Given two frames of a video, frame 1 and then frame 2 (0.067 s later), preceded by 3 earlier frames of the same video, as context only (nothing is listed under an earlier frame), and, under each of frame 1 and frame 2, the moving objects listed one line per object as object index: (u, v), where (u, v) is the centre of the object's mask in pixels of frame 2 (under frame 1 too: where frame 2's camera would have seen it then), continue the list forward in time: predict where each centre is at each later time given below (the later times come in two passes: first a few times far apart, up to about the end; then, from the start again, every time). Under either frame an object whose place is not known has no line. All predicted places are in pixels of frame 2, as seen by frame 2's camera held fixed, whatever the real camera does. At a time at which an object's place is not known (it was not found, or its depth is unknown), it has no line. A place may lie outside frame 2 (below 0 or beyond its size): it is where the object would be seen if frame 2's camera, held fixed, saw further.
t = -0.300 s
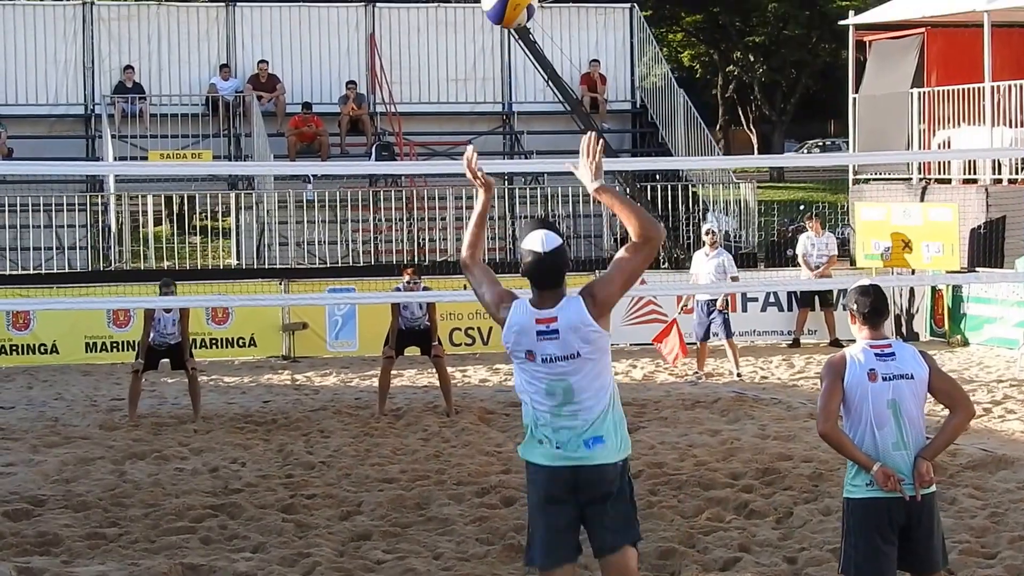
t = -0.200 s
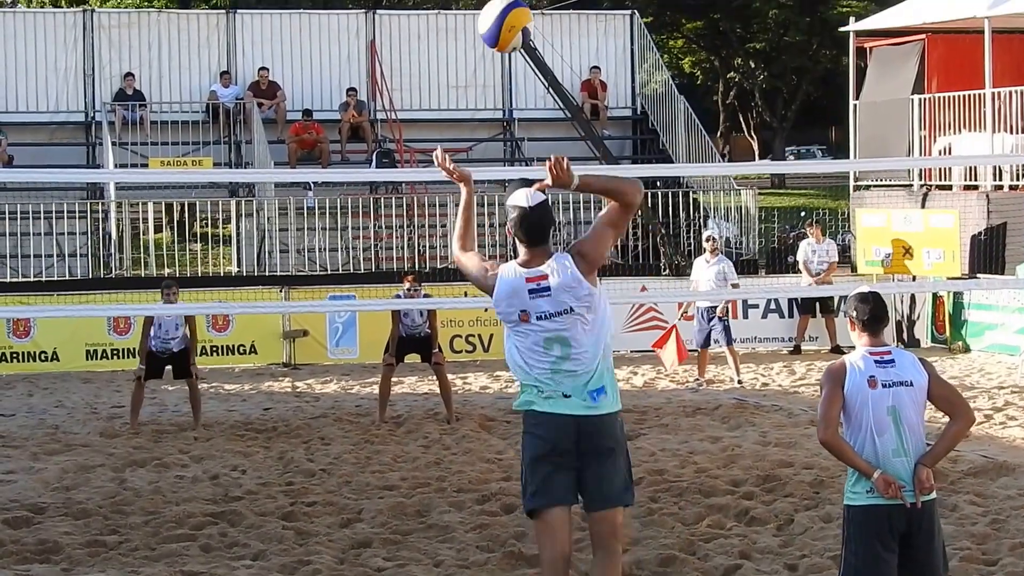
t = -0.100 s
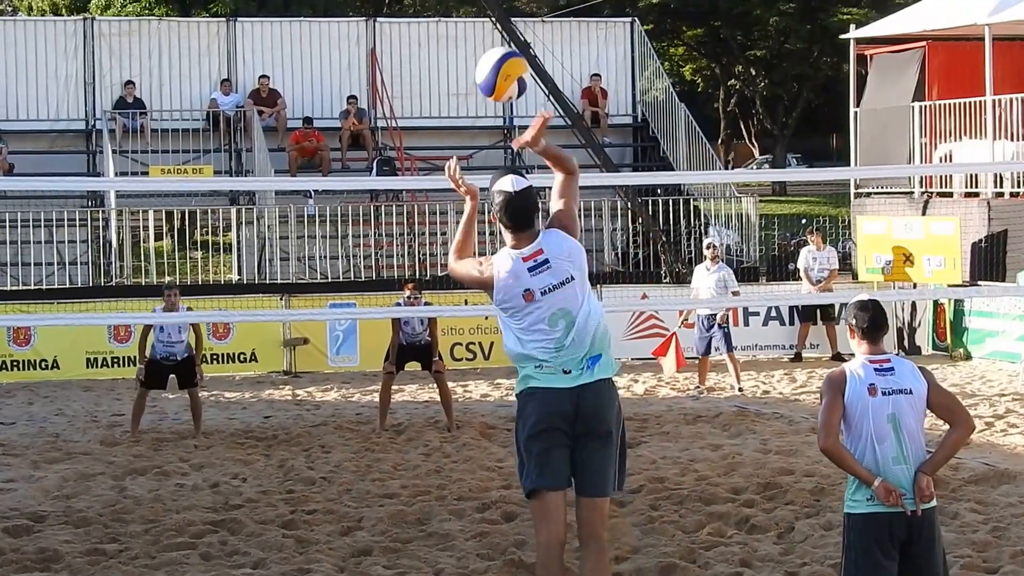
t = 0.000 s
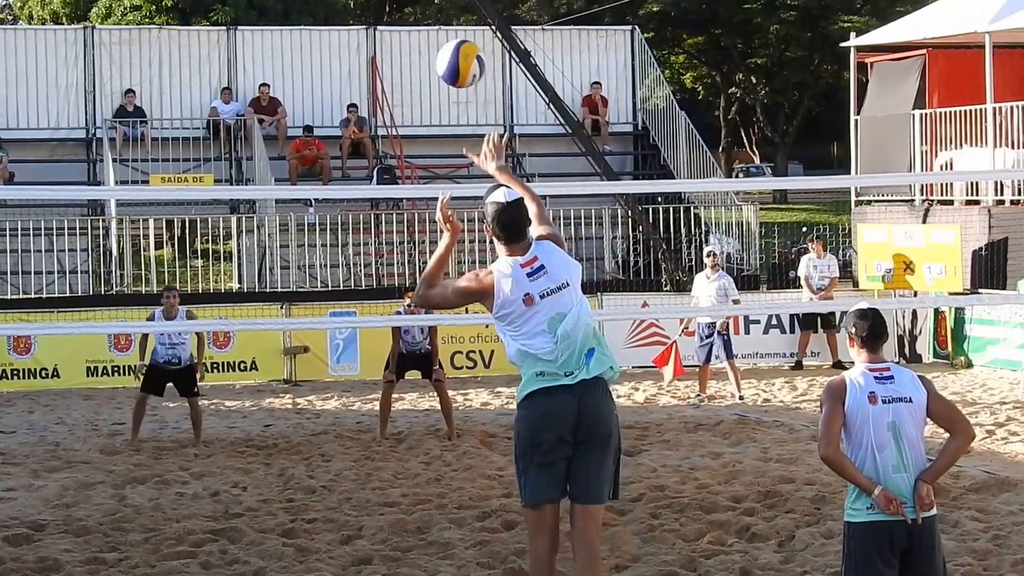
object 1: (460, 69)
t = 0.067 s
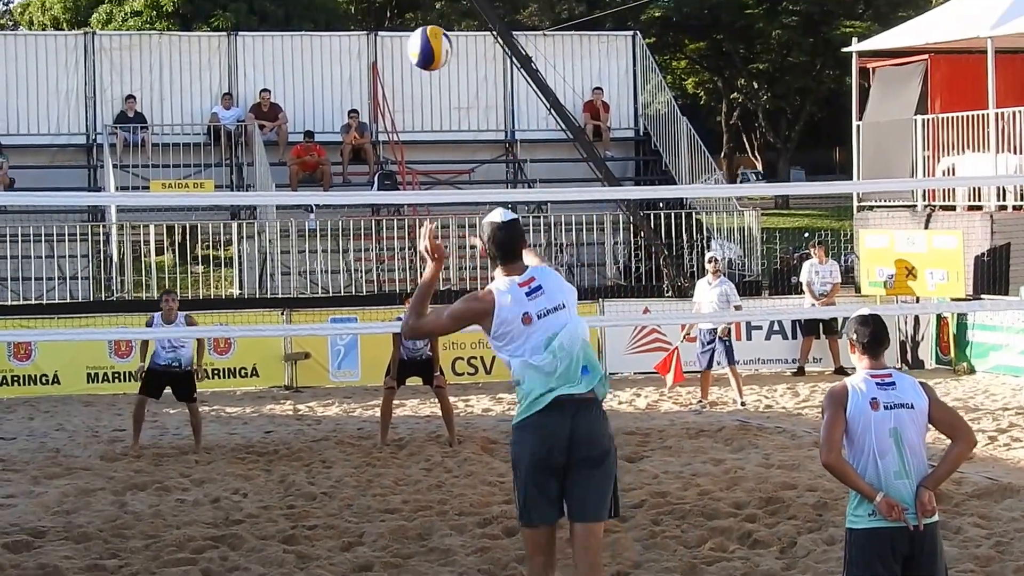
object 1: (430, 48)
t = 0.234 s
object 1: (357, 37)
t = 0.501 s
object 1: (280, 108)
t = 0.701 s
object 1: (236, 212)
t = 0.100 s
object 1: (415, 41)
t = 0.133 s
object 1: (399, 37)
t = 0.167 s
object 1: (385, 34)
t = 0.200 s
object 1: (370, 35)
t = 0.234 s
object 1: (357, 37)
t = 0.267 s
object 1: (345, 41)
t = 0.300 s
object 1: (333, 46)
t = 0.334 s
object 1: (322, 54)
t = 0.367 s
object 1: (313, 62)
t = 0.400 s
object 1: (304, 71)
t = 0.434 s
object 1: (296, 81)
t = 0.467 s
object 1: (288, 94)
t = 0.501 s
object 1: (280, 108)
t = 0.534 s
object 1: (272, 122)
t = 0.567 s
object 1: (265, 137)
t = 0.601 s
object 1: (257, 153)
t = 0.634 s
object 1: (250, 170)
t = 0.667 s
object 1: (242, 184)
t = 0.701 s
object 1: (236, 212)
